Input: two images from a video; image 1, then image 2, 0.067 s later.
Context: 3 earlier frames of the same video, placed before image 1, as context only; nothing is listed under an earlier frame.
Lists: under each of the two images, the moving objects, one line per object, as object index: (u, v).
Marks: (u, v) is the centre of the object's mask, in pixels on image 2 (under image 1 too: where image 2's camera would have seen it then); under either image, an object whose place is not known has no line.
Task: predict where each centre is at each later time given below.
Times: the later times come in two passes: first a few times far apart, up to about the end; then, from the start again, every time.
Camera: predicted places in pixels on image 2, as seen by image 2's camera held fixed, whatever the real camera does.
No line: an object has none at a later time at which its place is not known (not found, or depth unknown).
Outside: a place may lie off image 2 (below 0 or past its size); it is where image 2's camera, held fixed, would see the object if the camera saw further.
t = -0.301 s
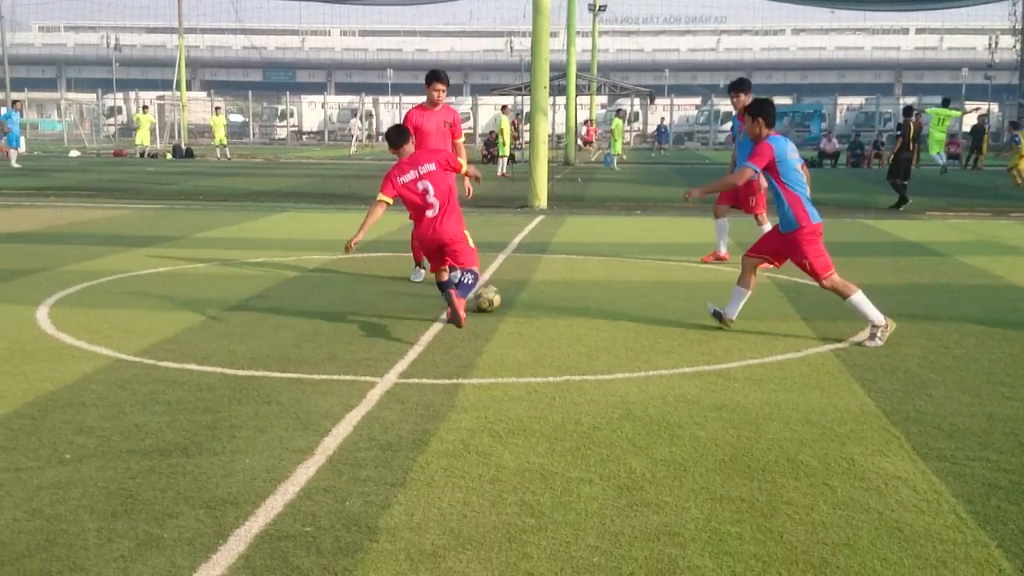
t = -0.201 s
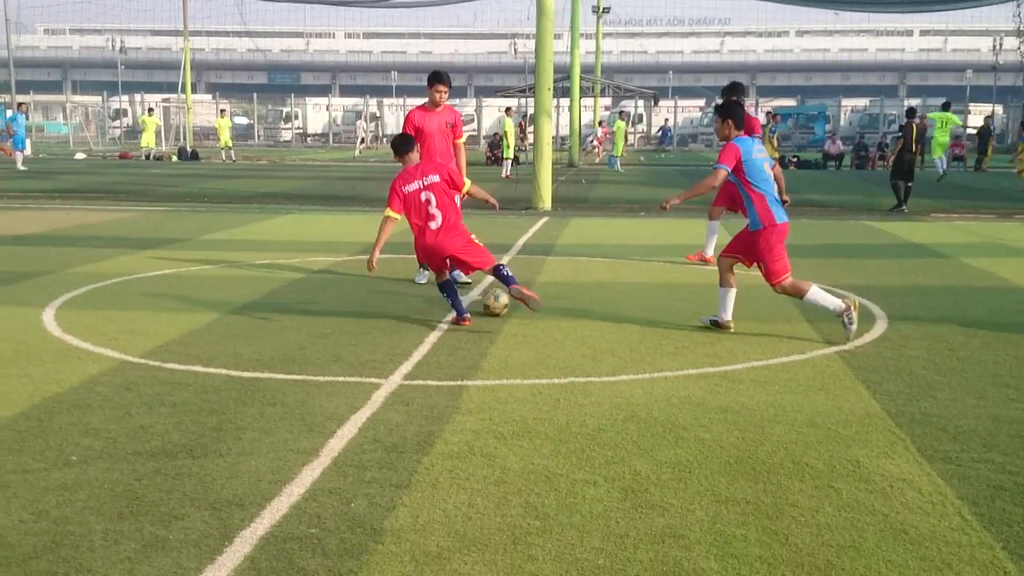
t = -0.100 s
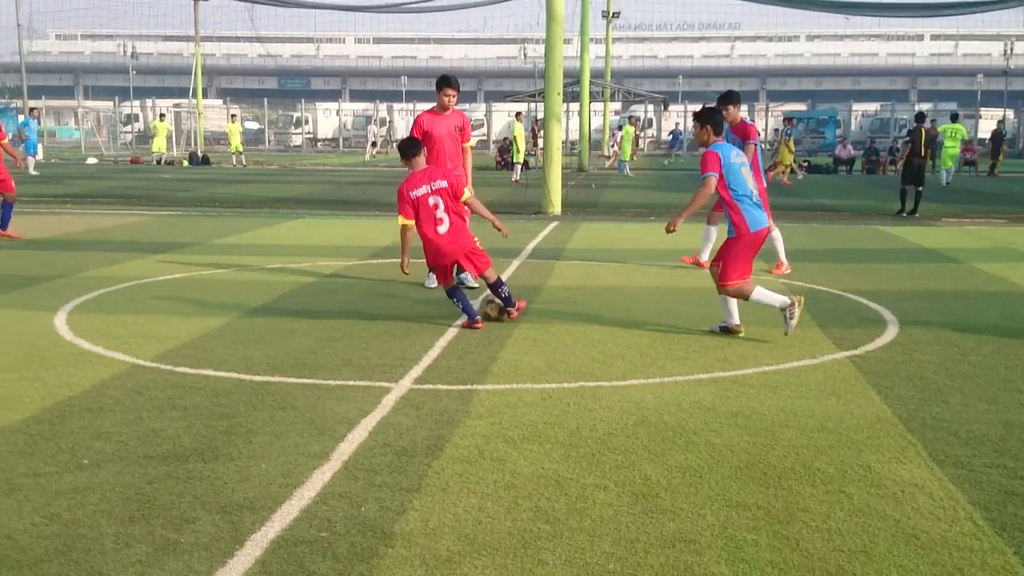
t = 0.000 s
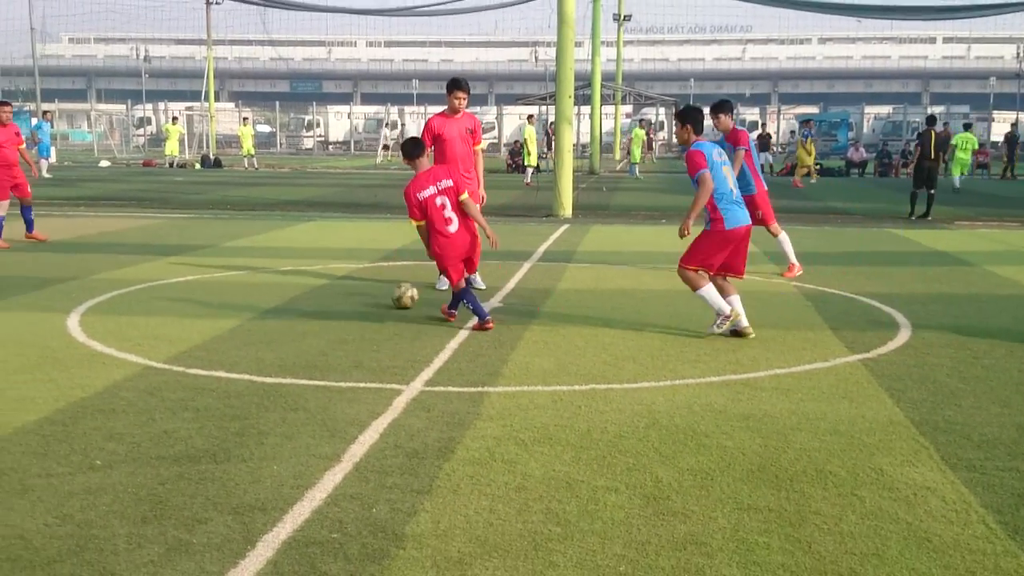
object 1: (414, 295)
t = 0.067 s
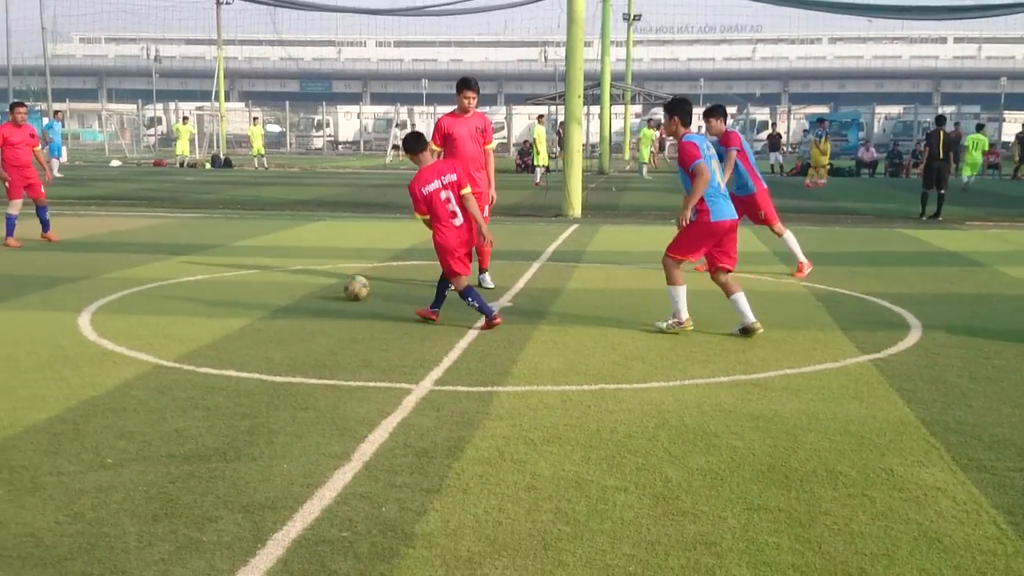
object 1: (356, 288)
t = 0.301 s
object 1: (200, 269)
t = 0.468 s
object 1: (126, 252)
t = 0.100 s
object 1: (330, 286)
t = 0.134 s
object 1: (305, 282)
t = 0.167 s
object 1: (282, 280)
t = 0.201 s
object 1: (260, 277)
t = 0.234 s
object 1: (237, 274)
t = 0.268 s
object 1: (219, 271)
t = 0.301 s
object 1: (200, 269)
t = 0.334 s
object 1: (182, 268)
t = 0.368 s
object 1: (167, 262)
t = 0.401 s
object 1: (153, 257)
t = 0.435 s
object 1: (140, 253)
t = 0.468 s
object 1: (126, 252)
